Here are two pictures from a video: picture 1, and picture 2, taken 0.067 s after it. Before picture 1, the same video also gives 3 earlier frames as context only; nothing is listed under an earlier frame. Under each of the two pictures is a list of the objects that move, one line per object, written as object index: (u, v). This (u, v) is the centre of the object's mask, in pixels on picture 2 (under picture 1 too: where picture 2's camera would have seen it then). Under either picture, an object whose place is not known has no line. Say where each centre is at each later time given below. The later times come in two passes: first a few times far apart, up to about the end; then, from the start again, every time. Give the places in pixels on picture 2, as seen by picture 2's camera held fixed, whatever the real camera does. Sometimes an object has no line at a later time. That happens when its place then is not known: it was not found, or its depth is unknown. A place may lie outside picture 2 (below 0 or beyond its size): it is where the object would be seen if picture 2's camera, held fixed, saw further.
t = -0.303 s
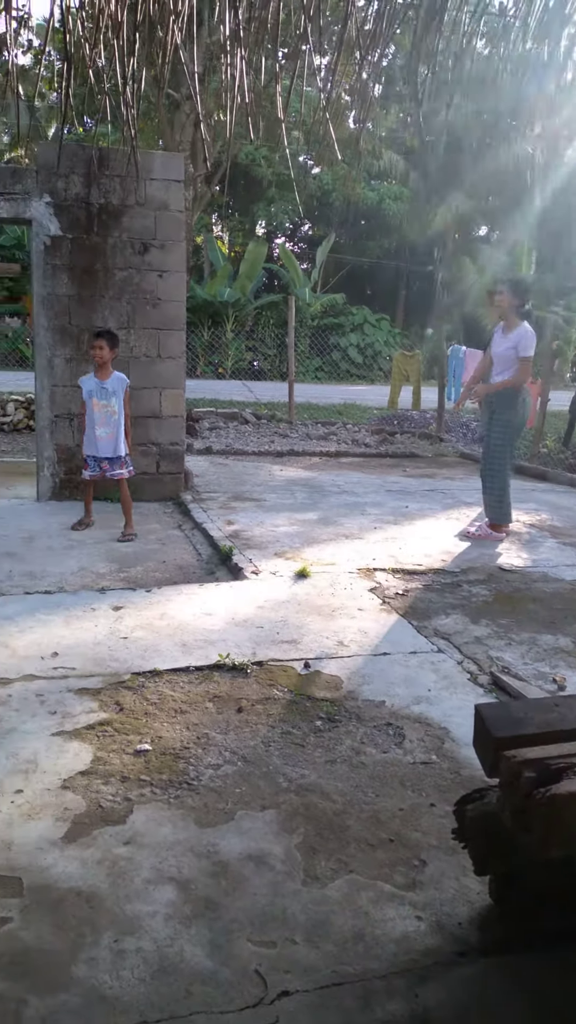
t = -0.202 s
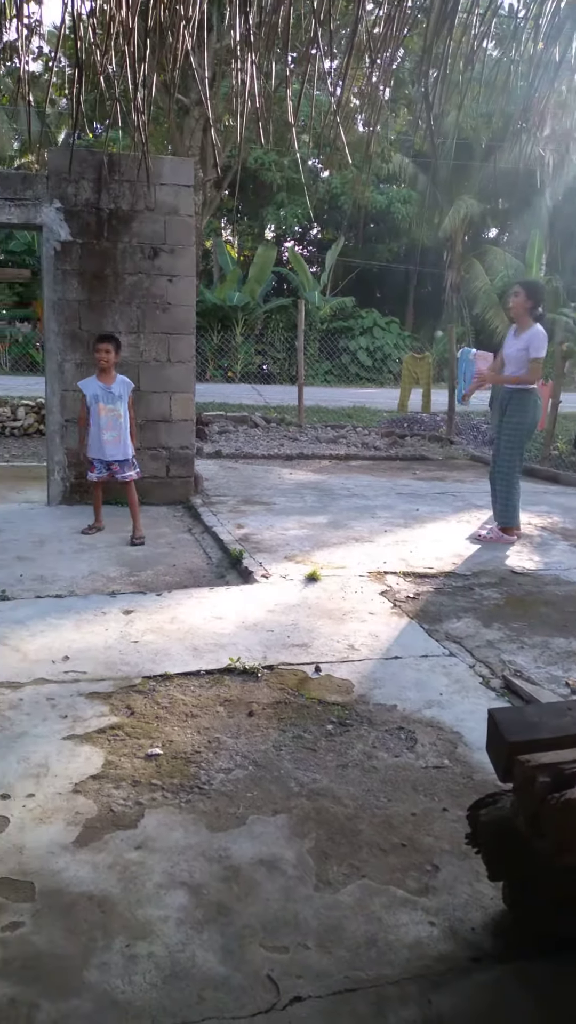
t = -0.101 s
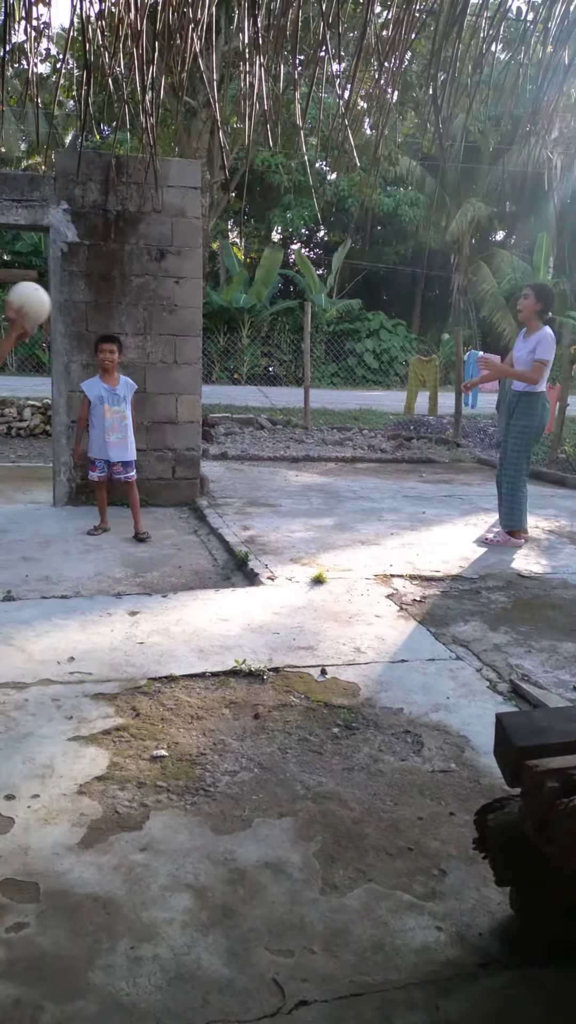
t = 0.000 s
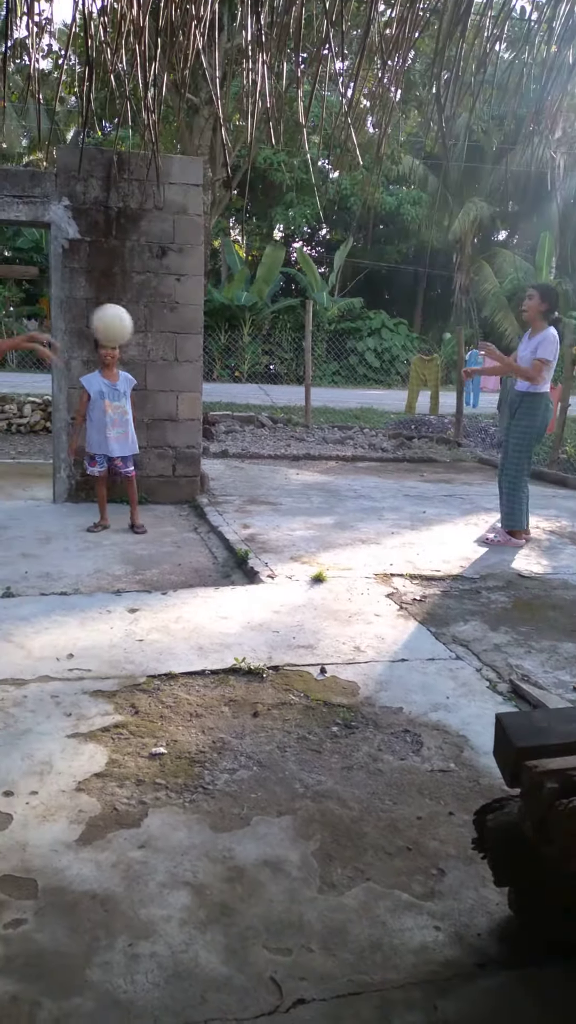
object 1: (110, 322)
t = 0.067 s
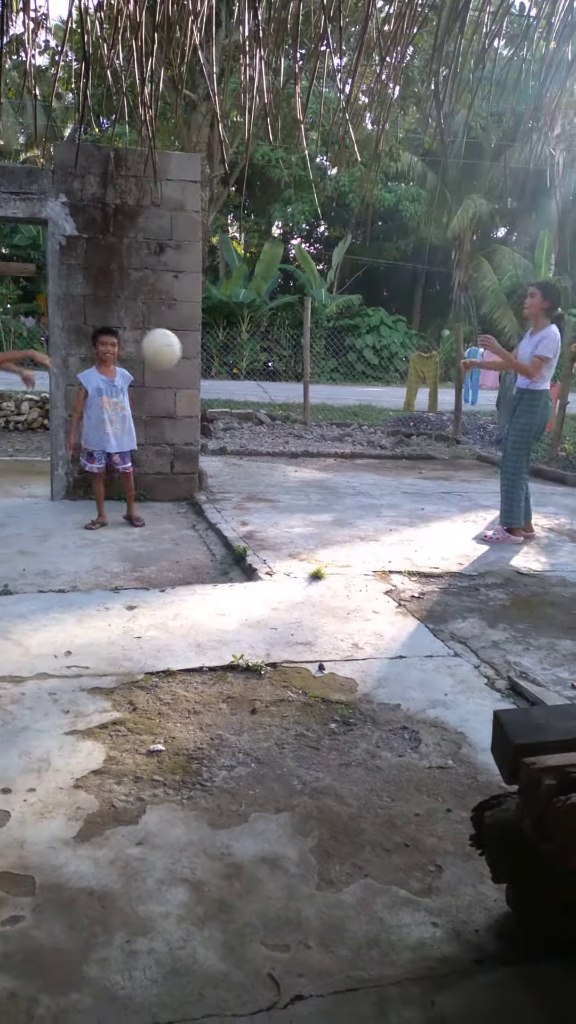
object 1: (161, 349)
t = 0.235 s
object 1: (274, 440)
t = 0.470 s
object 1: (382, 465)
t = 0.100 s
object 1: (186, 365)
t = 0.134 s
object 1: (209, 382)
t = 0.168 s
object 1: (232, 401)
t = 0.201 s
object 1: (253, 420)
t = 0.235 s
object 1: (274, 440)
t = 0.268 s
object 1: (293, 461)
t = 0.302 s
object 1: (312, 483)
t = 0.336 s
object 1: (330, 507)
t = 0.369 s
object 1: (345, 522)
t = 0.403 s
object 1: (358, 501)
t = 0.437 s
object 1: (370, 482)
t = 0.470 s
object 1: (382, 465)
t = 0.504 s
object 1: (394, 450)
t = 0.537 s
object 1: (406, 436)
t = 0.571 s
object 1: (417, 425)
